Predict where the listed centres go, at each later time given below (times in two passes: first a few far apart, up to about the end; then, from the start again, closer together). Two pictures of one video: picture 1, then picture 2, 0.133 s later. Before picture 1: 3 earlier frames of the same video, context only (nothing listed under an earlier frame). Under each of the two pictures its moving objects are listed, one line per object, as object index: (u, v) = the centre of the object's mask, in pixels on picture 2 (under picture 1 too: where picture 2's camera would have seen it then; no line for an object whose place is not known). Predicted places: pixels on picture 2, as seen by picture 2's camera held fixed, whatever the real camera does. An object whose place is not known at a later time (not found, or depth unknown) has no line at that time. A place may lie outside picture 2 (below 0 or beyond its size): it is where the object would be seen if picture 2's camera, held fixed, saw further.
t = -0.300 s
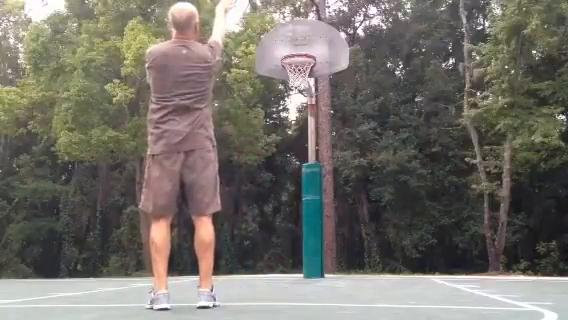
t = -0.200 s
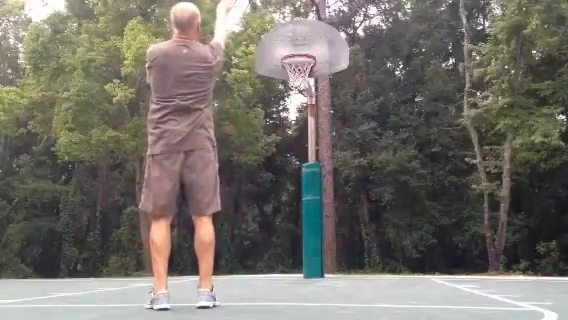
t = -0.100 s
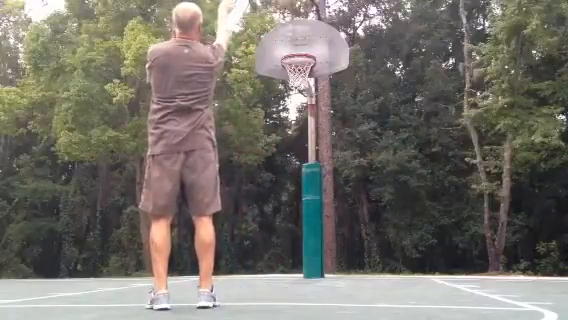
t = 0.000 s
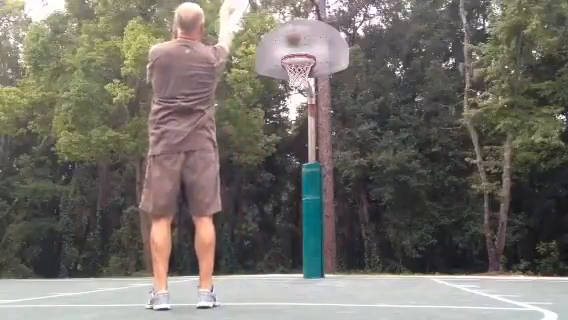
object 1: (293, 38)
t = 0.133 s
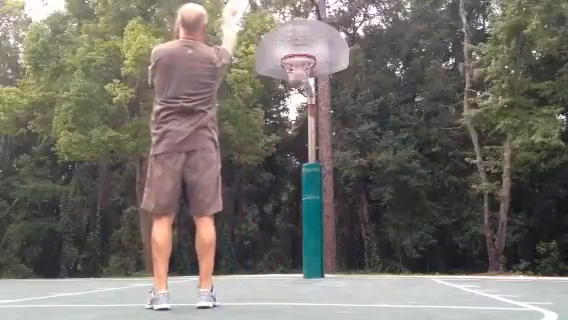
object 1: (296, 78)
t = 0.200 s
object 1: (300, 86)
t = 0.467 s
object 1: (315, 146)
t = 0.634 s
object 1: (328, 220)
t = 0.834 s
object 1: (338, 231)
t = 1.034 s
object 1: (346, 174)
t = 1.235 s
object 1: (355, 145)
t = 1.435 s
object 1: (365, 147)
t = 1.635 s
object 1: (378, 189)
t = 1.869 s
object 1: (398, 261)
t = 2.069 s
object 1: (410, 199)
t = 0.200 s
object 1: (300, 86)
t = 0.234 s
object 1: (304, 90)
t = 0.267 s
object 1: (307, 93)
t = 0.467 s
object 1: (315, 146)
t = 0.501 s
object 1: (316, 160)
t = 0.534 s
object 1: (320, 172)
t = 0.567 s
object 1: (324, 189)
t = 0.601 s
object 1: (327, 204)
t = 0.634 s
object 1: (328, 220)
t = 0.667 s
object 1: (330, 239)
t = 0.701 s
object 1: (333, 259)
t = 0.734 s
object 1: (334, 268)
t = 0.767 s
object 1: (335, 258)
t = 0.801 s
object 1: (336, 244)
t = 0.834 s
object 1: (338, 231)
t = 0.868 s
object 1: (339, 220)
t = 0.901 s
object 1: (340, 210)
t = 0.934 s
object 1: (342, 200)
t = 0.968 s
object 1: (343, 191)
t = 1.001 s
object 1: (345, 181)
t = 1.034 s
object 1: (346, 174)
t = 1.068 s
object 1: (347, 167)
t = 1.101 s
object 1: (348, 161)
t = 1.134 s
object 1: (351, 155)
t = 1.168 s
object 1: (352, 151)
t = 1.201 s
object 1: (354, 148)
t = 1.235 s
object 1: (355, 145)
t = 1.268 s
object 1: (355, 144)
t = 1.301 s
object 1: (357, 144)
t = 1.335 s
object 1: (358, 144)
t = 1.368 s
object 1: (360, 145)
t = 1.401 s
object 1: (363, 144)
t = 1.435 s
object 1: (365, 147)
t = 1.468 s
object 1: (367, 151)
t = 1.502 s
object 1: (369, 158)
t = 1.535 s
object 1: (371, 164)
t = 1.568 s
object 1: (373, 171)
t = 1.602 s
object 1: (376, 179)
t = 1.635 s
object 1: (378, 189)
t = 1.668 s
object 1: (381, 200)
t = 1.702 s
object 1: (383, 212)
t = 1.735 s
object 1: (387, 226)
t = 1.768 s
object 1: (390, 243)
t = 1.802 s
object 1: (393, 260)
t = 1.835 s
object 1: (396, 275)
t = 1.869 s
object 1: (398, 261)
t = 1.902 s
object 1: (399, 250)
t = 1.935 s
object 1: (400, 237)
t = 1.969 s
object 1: (403, 226)
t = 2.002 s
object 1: (406, 215)
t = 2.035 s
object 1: (408, 207)
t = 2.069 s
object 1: (410, 199)
